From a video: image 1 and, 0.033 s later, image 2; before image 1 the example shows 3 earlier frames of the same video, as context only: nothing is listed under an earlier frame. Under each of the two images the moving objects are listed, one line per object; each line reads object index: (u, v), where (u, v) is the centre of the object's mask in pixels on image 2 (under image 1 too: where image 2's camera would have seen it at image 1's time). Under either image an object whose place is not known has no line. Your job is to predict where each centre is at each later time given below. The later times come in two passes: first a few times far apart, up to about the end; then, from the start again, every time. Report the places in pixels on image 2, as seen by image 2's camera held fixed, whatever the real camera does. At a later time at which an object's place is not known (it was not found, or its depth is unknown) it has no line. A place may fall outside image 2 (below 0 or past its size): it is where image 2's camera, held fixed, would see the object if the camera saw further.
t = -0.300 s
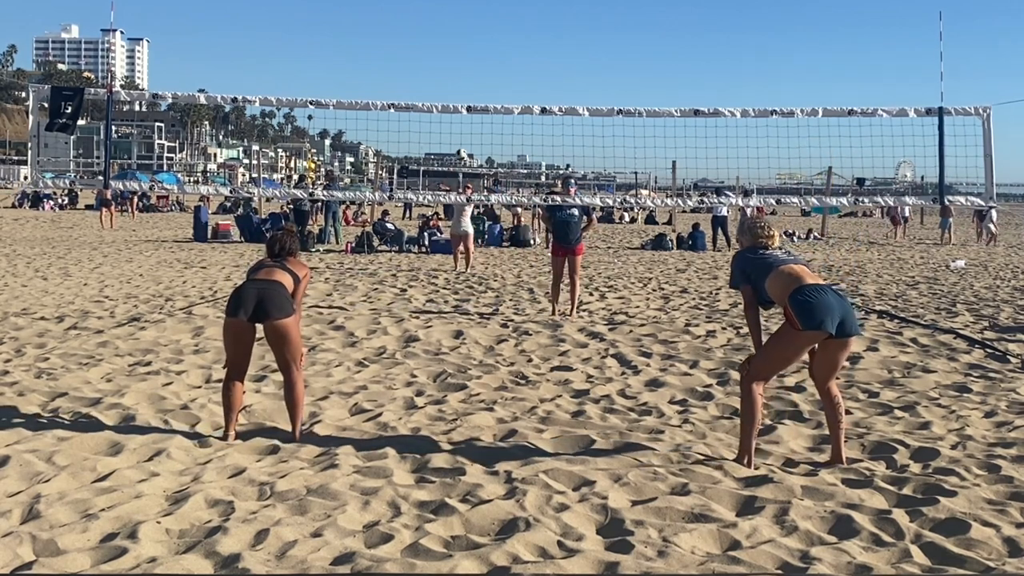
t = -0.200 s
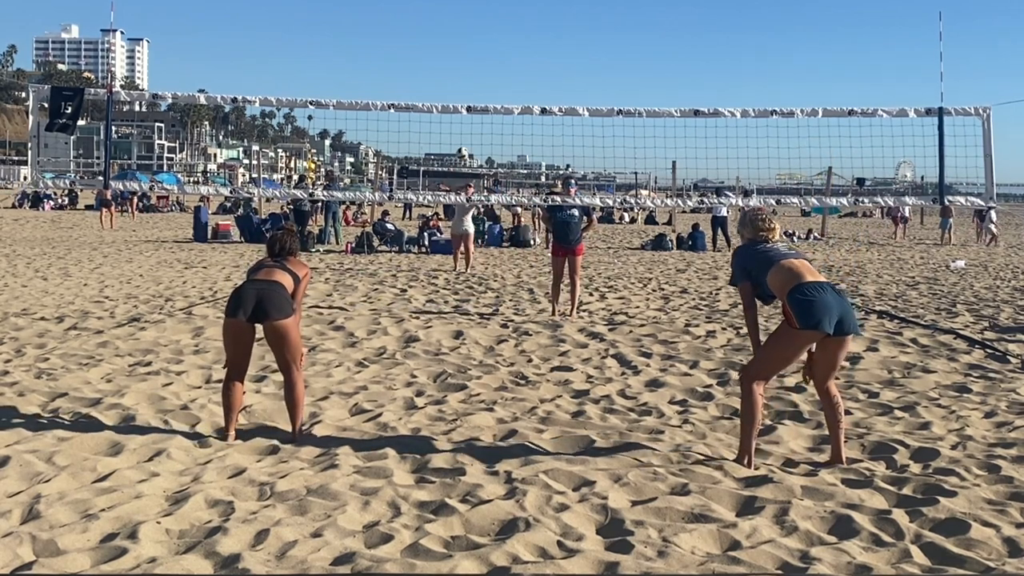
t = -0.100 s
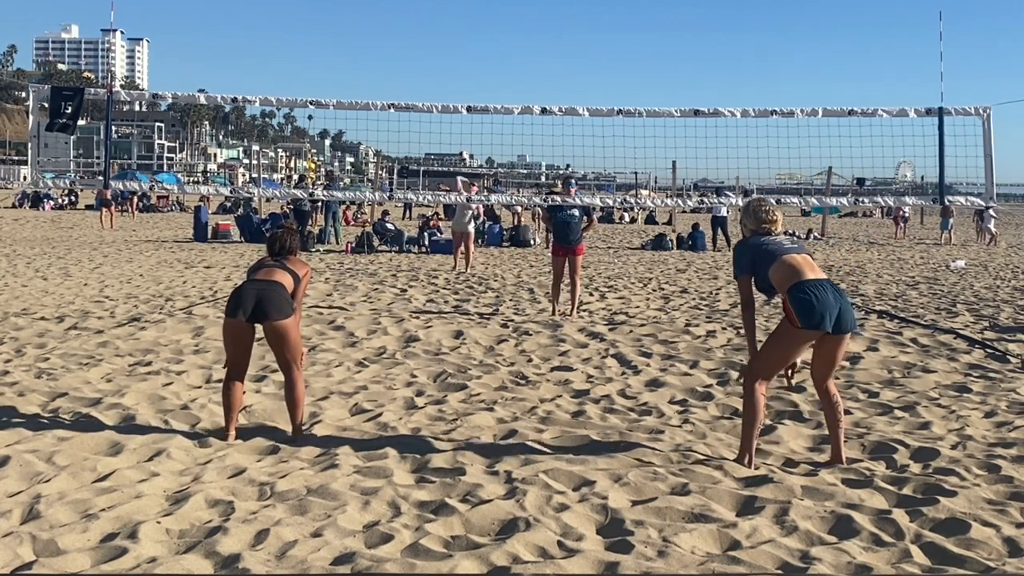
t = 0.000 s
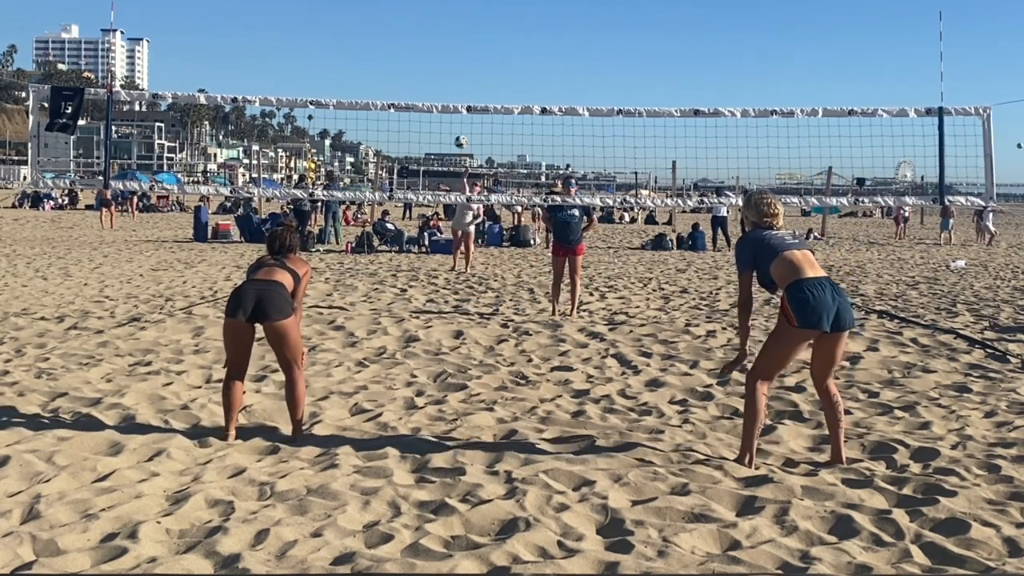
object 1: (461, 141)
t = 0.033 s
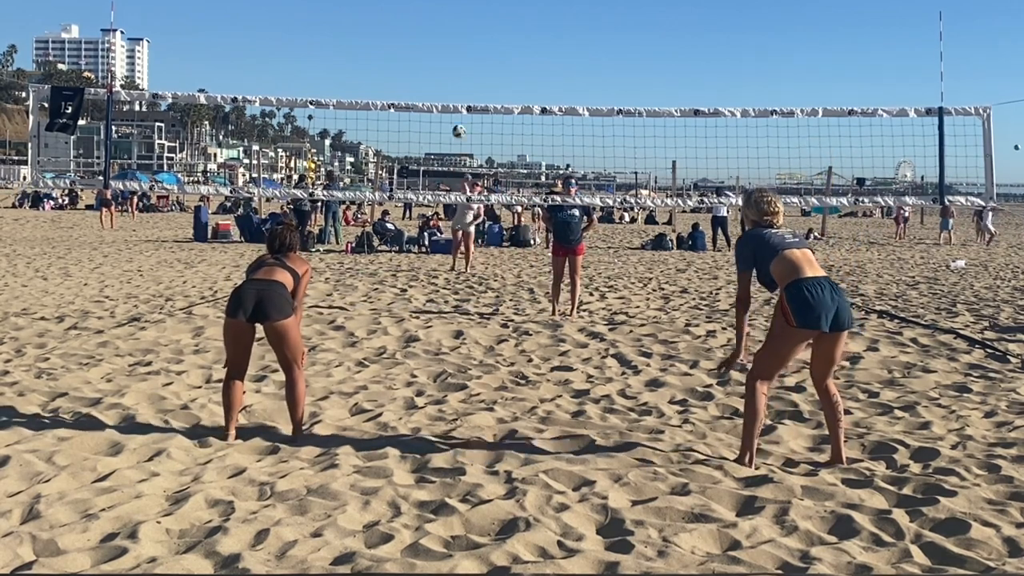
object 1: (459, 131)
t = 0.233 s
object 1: (442, 73)
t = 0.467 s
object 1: (414, 29)
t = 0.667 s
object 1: (382, 31)
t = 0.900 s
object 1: (330, 93)
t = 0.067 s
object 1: (456, 121)
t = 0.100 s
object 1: (453, 115)
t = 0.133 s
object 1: (451, 99)
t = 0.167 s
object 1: (448, 91)
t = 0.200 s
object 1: (445, 82)
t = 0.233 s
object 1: (442, 73)
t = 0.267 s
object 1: (438, 65)
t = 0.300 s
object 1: (434, 57)
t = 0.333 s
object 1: (431, 50)
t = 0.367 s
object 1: (427, 43)
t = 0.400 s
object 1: (423, 37)
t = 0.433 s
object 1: (419, 33)
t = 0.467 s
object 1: (414, 29)
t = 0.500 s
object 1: (409, 26)
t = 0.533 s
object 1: (405, 25)
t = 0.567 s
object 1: (399, 25)
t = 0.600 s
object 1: (394, 26)
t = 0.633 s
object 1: (388, 28)
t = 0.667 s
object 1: (382, 31)
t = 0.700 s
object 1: (376, 35)
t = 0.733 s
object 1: (370, 41)
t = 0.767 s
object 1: (363, 48)
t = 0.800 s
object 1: (355, 56)
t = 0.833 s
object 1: (347, 66)
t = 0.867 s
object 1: (339, 78)
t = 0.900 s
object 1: (330, 93)
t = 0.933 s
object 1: (320, 110)
